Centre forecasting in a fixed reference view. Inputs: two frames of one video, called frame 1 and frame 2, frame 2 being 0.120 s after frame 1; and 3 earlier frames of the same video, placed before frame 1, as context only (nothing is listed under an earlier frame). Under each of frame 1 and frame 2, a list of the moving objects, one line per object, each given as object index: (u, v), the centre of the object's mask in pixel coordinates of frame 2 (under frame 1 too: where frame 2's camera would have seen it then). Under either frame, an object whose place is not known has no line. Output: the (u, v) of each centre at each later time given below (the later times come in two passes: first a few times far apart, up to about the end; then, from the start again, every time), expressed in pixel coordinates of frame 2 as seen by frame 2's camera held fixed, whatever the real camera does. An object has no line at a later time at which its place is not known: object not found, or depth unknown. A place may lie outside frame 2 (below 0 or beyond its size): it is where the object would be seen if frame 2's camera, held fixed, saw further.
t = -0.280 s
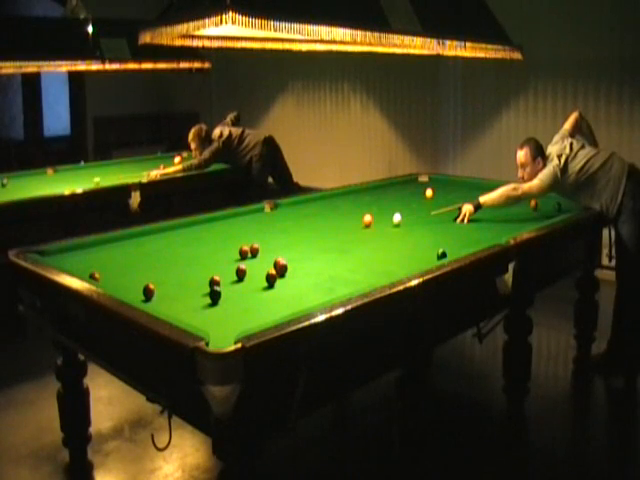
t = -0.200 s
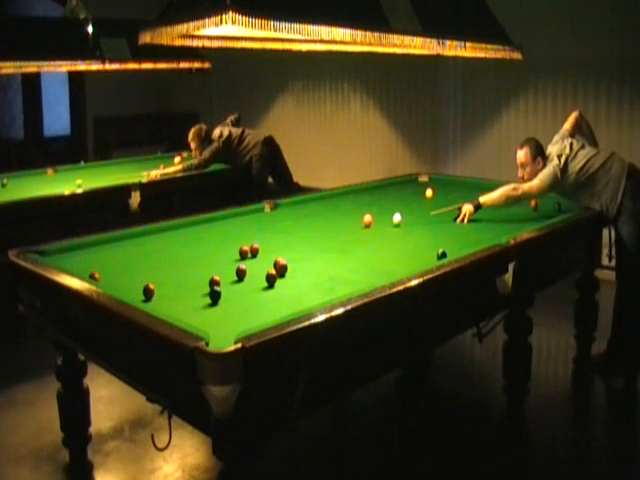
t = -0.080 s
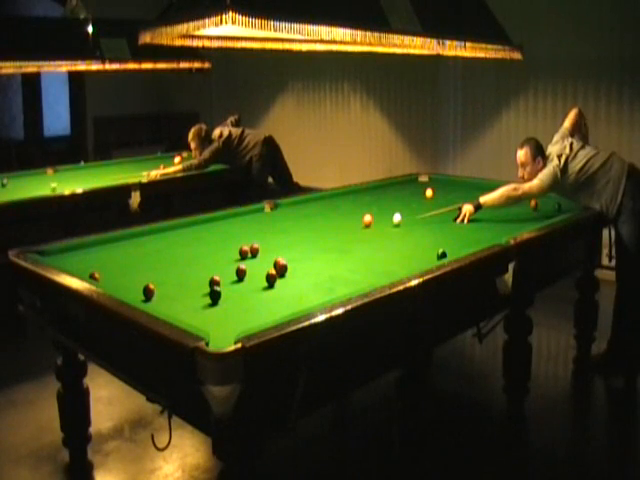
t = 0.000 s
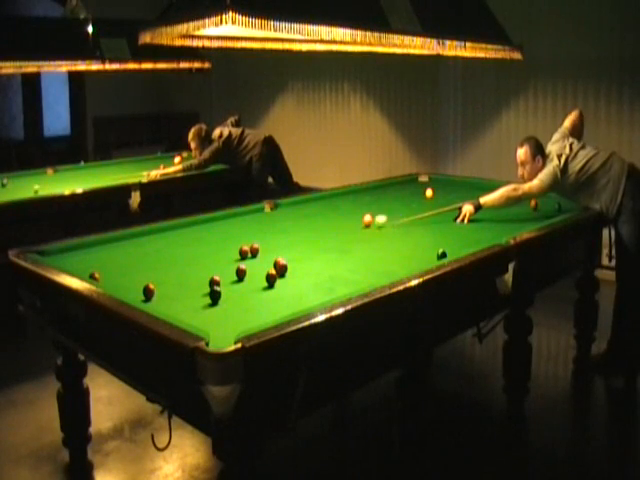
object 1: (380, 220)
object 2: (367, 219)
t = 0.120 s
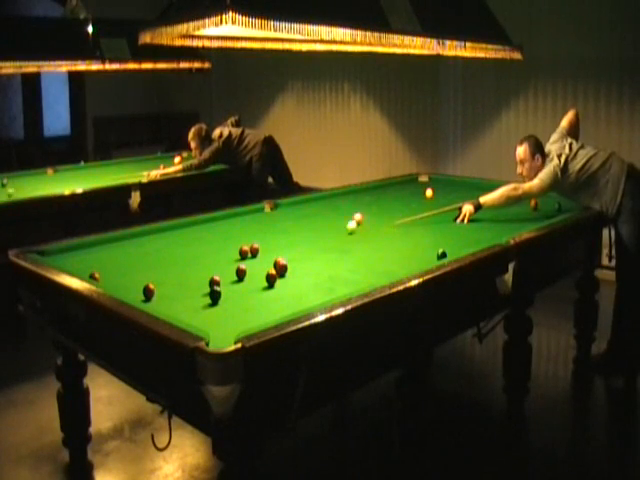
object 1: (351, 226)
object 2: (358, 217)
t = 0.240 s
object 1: (328, 232)
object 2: (347, 216)
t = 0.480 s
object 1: (297, 242)
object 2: (328, 213)
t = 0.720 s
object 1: (269, 252)
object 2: (310, 211)
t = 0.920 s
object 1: (244, 259)
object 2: (297, 209)
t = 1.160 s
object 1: (211, 271)
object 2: (282, 206)
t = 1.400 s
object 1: (177, 283)
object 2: (269, 205)
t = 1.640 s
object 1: (160, 293)
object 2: (269, 205)
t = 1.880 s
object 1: (156, 299)
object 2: (269, 205)
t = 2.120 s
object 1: (155, 303)
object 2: (269, 204)
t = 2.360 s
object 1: (171, 306)
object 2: (270, 204)
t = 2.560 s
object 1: (184, 309)
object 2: (270, 204)
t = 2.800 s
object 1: (199, 310)
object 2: (270, 204)
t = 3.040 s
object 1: (213, 312)
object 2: (270, 204)
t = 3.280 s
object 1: (226, 313)
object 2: (269, 204)
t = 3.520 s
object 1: (238, 315)
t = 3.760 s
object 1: (248, 316)
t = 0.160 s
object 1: (343, 228)
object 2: (354, 217)
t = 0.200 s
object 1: (335, 230)
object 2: (350, 217)
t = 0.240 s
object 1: (328, 232)
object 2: (347, 216)
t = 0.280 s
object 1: (322, 234)
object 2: (343, 216)
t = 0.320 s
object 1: (316, 236)
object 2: (340, 215)
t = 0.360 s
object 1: (311, 237)
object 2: (337, 215)
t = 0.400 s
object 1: (306, 239)
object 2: (334, 214)
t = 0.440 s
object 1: (302, 240)
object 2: (331, 214)
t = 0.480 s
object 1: (297, 242)
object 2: (328, 213)
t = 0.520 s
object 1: (292, 243)
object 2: (325, 213)
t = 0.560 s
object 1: (288, 245)
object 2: (321, 212)
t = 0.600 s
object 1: (283, 247)
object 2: (319, 212)
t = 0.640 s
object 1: (278, 249)
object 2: (316, 211)
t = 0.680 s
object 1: (274, 250)
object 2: (313, 211)
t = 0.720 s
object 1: (269, 252)
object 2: (310, 211)
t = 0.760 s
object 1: (264, 254)
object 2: (307, 210)
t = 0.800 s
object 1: (259, 255)
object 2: (305, 210)
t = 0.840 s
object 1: (254, 257)
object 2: (302, 210)
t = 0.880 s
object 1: (249, 259)
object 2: (299, 209)
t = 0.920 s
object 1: (244, 259)
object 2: (297, 209)
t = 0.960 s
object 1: (238, 261)
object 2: (294, 208)
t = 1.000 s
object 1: (233, 263)
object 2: (292, 208)
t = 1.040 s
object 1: (228, 266)
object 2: (289, 207)
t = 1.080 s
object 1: (223, 268)
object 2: (287, 207)
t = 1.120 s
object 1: (218, 269)
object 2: (284, 207)
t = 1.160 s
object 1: (211, 271)
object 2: (282, 206)
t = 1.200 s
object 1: (206, 273)
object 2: (279, 206)
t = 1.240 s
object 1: (200, 275)
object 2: (277, 206)
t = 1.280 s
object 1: (194, 277)
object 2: (275, 205)
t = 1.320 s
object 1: (189, 279)
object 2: (273, 205)
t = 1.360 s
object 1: (183, 281)
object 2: (271, 205)
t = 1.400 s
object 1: (177, 283)
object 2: (269, 205)
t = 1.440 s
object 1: (171, 285)
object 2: (271, 205)
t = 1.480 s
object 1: (165, 288)
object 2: (271, 206)
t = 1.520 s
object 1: (161, 289)
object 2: (272, 207)
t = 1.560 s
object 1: (161, 290)
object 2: (270, 205)
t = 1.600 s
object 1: (160, 291)
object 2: (269, 205)
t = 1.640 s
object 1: (160, 293)
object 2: (269, 205)
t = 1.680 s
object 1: (159, 294)
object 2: (269, 205)
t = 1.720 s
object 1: (159, 295)
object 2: (269, 205)
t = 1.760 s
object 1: (158, 296)
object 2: (270, 205)
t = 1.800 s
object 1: (158, 297)
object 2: (269, 205)
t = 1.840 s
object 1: (157, 298)
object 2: (269, 205)
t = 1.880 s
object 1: (156, 299)
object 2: (269, 205)
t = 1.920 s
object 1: (156, 299)
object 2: (270, 204)
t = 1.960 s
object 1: (155, 300)
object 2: (269, 205)
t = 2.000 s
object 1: (155, 301)
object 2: (270, 204)
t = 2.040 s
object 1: (154, 301)
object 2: (270, 204)
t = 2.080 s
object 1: (154, 302)
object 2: (269, 204)
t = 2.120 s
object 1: (155, 303)
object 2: (269, 204)
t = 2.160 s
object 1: (157, 303)
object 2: (270, 204)
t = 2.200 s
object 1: (161, 303)
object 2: (270, 204)
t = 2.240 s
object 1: (163, 304)
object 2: (270, 204)
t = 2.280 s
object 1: (166, 304)
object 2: (270, 204)
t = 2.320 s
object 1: (169, 305)
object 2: (270, 204)
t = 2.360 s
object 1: (171, 306)
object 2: (270, 204)
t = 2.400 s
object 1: (174, 306)
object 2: (270, 204)
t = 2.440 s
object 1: (176, 307)
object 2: (270, 204)
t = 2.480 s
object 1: (179, 308)
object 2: (270, 204)
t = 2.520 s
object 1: (182, 309)
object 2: (270, 204)
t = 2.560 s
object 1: (184, 309)
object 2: (270, 204)
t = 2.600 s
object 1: (187, 310)
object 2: (269, 204)
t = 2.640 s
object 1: (189, 310)
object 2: (269, 204)
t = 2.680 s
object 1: (192, 310)
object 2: (269, 204)
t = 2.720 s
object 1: (194, 310)
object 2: (269, 204)
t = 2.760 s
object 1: (197, 310)
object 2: (269, 204)
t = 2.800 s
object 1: (199, 310)
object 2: (270, 204)
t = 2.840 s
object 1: (201, 310)
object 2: (270, 204)
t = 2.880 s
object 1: (204, 311)
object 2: (270, 204)
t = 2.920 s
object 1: (206, 311)
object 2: (270, 204)
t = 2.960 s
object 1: (208, 312)
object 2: (270, 204)
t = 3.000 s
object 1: (210, 311)
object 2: (270, 204)
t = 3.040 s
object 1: (213, 312)
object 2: (270, 204)
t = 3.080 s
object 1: (215, 312)
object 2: (270, 204)
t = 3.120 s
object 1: (218, 313)
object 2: (270, 204)
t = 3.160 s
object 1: (220, 313)
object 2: (270, 204)
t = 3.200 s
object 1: (222, 313)
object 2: (270, 204)
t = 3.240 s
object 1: (224, 313)
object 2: (269, 204)
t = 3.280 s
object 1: (226, 313)
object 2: (269, 204)
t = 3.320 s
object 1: (228, 314)
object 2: (269, 204)
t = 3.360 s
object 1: (230, 314)
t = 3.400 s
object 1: (232, 314)
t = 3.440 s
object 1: (234, 315)
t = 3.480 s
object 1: (236, 315)
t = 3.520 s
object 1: (238, 315)
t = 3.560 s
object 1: (240, 315)
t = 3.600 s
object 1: (241, 315)
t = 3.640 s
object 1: (243, 315)
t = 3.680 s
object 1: (245, 315)
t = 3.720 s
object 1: (247, 315)
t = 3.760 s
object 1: (248, 316)
